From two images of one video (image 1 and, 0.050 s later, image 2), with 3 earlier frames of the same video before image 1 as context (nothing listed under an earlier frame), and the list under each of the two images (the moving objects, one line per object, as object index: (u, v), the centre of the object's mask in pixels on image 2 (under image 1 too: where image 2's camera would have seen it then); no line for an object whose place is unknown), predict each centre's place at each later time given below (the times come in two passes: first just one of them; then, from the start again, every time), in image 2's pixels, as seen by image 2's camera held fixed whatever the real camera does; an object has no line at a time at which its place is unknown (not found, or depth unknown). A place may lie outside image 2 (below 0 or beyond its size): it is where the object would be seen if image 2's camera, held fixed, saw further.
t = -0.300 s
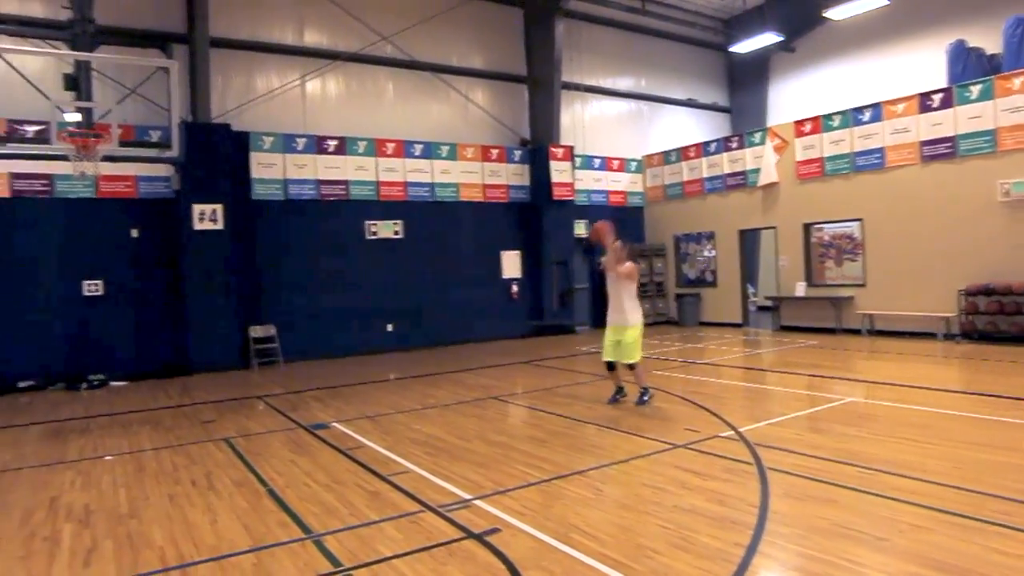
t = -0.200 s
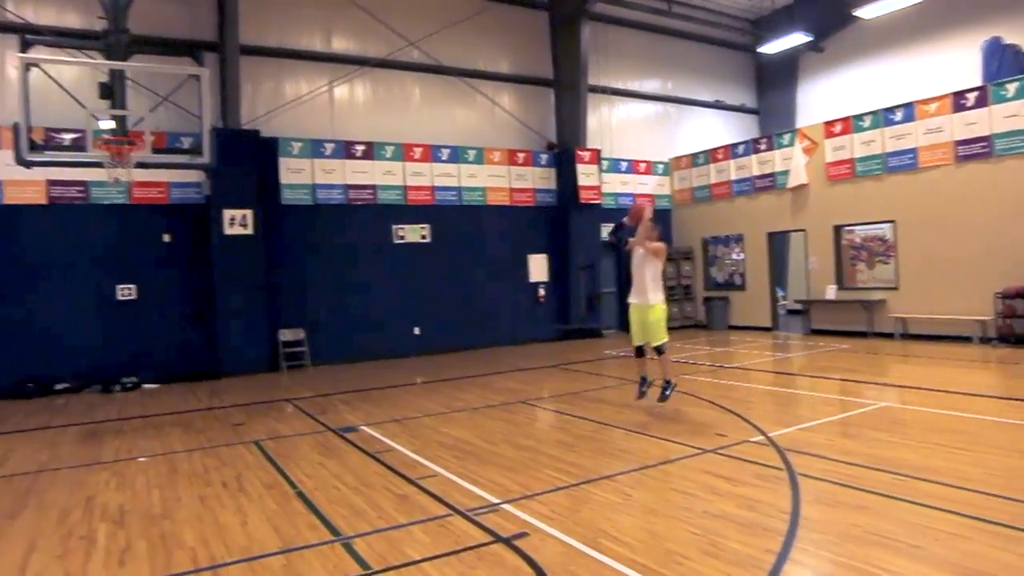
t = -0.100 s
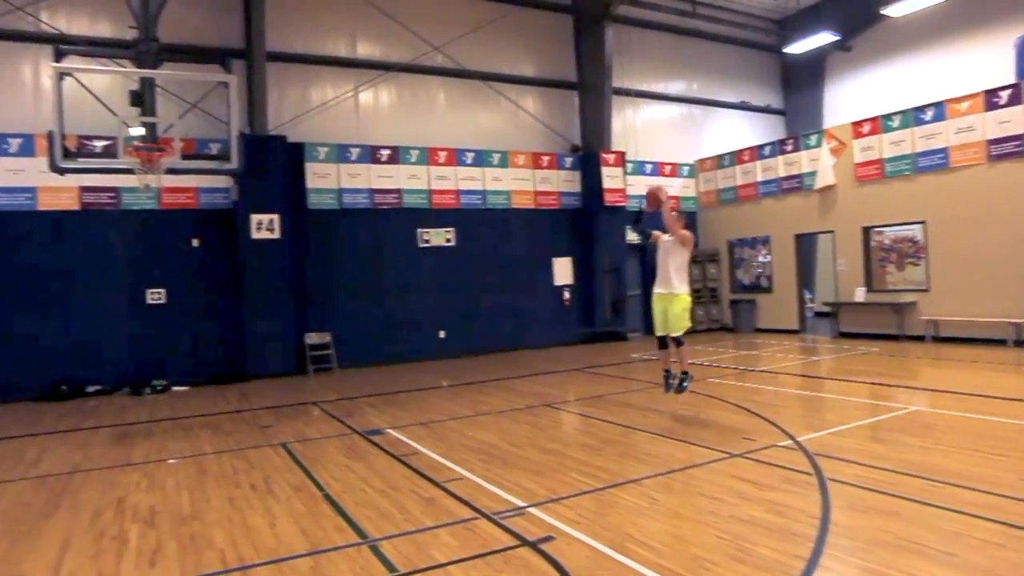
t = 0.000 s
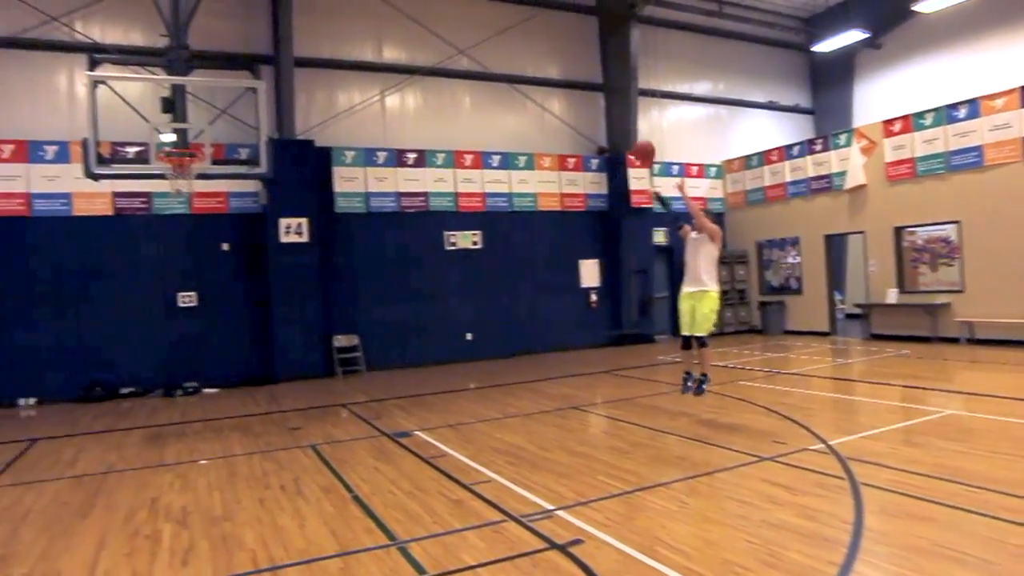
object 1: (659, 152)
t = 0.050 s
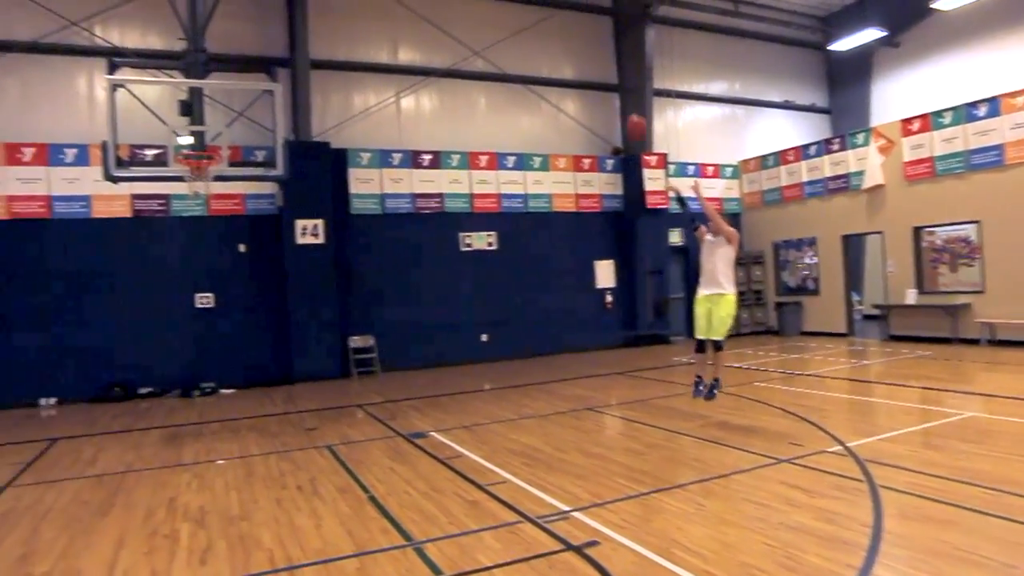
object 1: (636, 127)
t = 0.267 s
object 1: (536, 53)
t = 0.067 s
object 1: (629, 119)
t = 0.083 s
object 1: (621, 113)
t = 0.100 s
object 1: (614, 106)
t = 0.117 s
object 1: (606, 100)
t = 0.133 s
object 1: (598, 93)
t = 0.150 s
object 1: (590, 88)
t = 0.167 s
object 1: (582, 82)
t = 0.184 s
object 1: (575, 77)
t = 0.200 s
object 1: (567, 71)
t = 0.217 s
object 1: (559, 66)
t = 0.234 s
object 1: (552, 61)
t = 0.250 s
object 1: (544, 57)
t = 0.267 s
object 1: (536, 53)
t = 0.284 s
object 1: (529, 48)
